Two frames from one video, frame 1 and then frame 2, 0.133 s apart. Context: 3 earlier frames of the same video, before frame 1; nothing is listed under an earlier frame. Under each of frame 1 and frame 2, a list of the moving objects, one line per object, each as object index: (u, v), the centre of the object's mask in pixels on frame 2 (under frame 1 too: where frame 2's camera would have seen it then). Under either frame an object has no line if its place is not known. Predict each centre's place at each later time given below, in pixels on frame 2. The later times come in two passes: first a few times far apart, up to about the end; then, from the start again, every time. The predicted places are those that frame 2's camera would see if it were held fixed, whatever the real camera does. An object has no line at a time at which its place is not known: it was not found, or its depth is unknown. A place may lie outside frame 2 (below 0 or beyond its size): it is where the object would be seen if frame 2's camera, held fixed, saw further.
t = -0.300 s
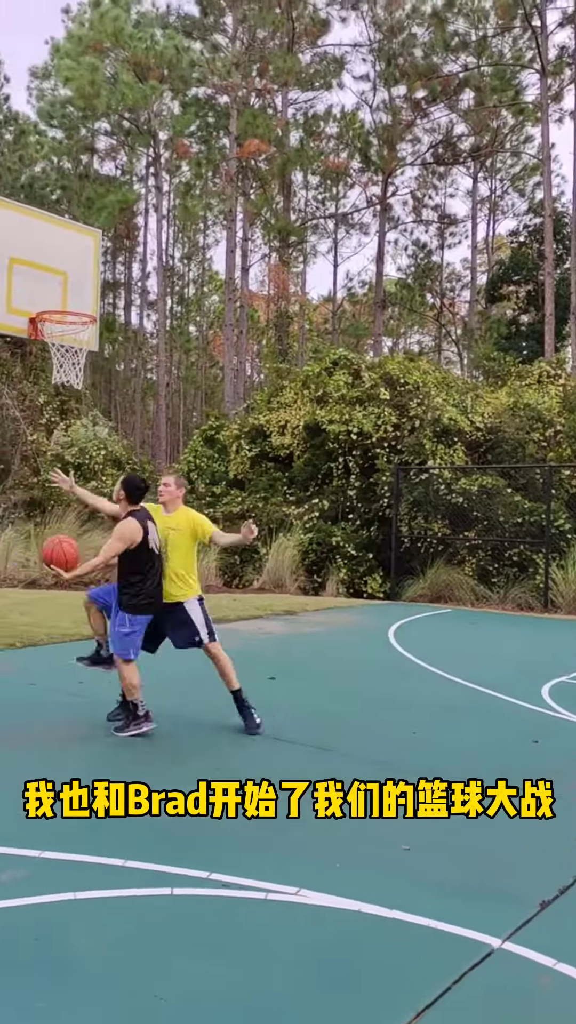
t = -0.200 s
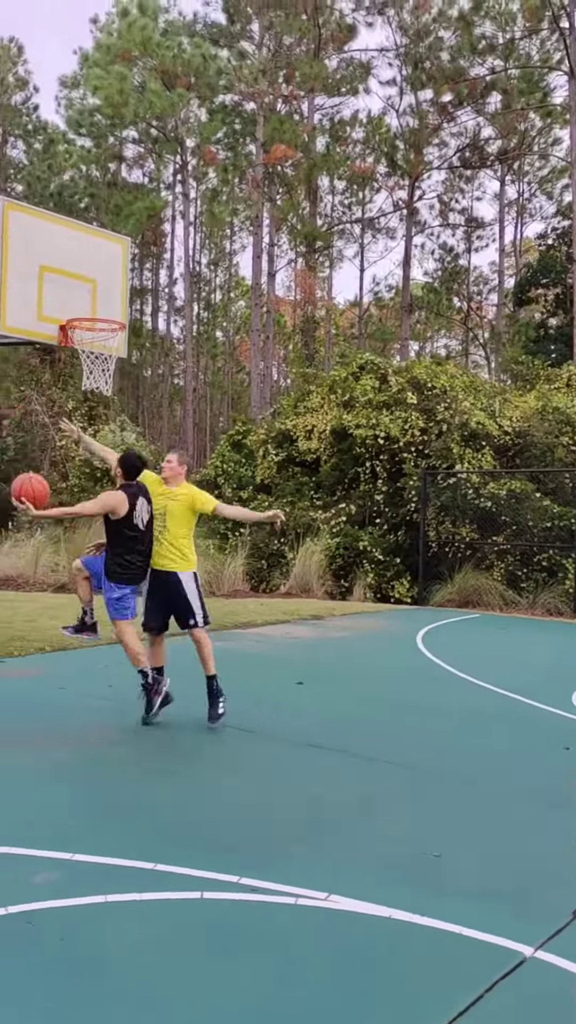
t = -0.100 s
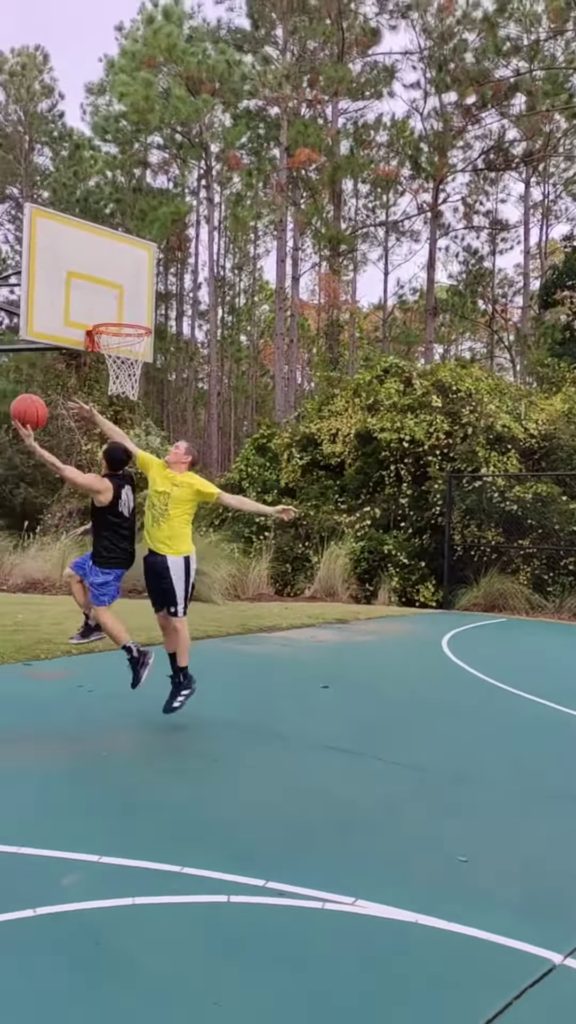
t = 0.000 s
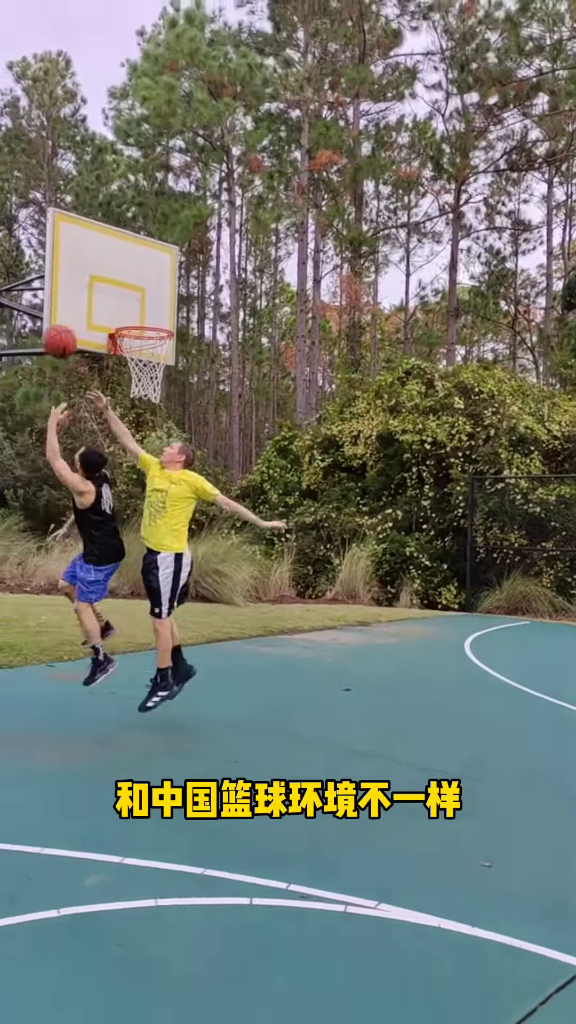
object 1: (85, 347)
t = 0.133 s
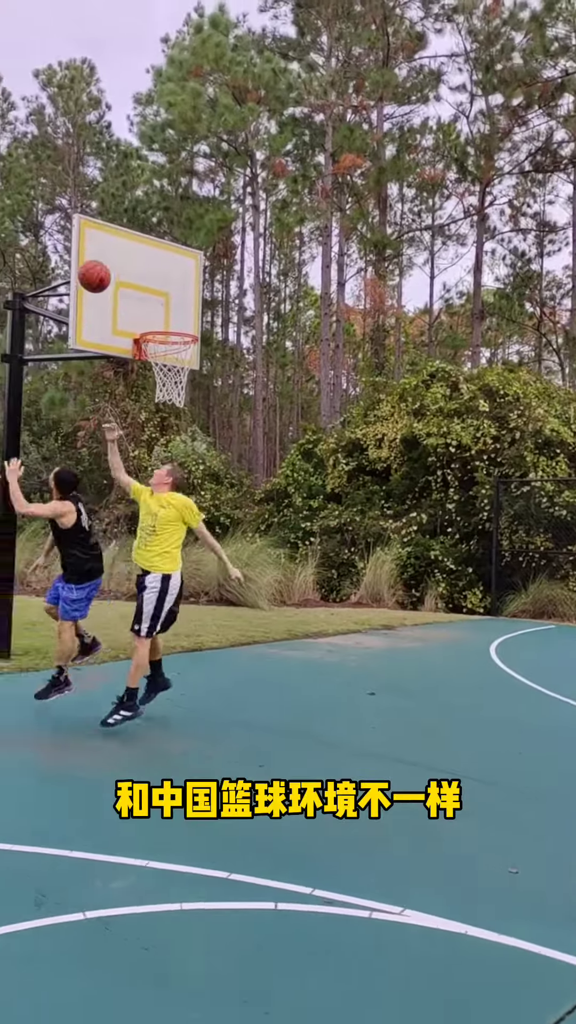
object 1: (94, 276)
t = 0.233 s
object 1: (100, 243)
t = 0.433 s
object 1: (109, 216)
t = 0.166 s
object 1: (96, 263)
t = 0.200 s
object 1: (98, 252)
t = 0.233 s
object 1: (100, 243)
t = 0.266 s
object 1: (102, 234)
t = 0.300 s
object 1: (103, 228)
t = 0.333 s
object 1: (104, 223)
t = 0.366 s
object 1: (106, 219)
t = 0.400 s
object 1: (107, 217)
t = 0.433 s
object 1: (109, 216)
